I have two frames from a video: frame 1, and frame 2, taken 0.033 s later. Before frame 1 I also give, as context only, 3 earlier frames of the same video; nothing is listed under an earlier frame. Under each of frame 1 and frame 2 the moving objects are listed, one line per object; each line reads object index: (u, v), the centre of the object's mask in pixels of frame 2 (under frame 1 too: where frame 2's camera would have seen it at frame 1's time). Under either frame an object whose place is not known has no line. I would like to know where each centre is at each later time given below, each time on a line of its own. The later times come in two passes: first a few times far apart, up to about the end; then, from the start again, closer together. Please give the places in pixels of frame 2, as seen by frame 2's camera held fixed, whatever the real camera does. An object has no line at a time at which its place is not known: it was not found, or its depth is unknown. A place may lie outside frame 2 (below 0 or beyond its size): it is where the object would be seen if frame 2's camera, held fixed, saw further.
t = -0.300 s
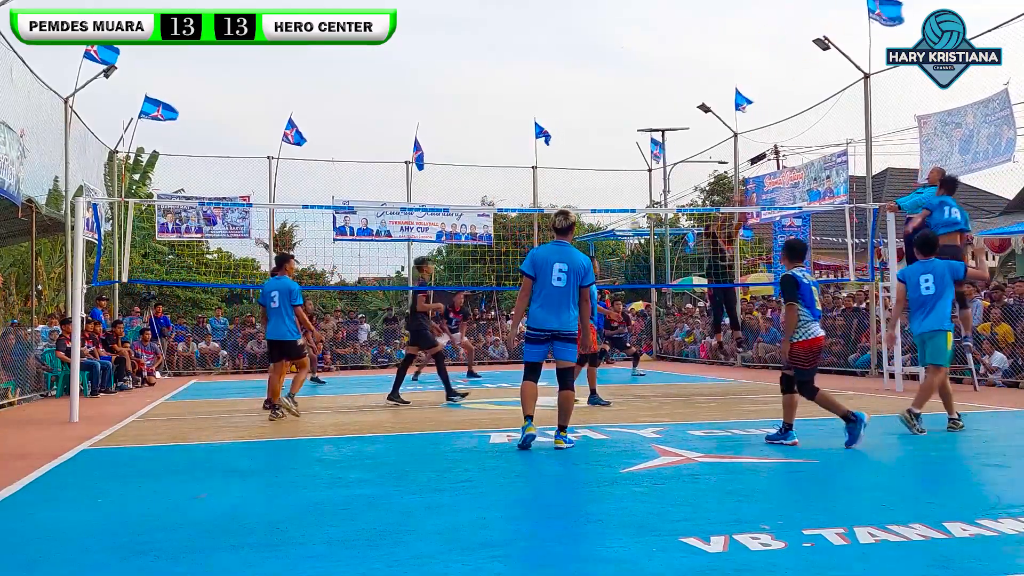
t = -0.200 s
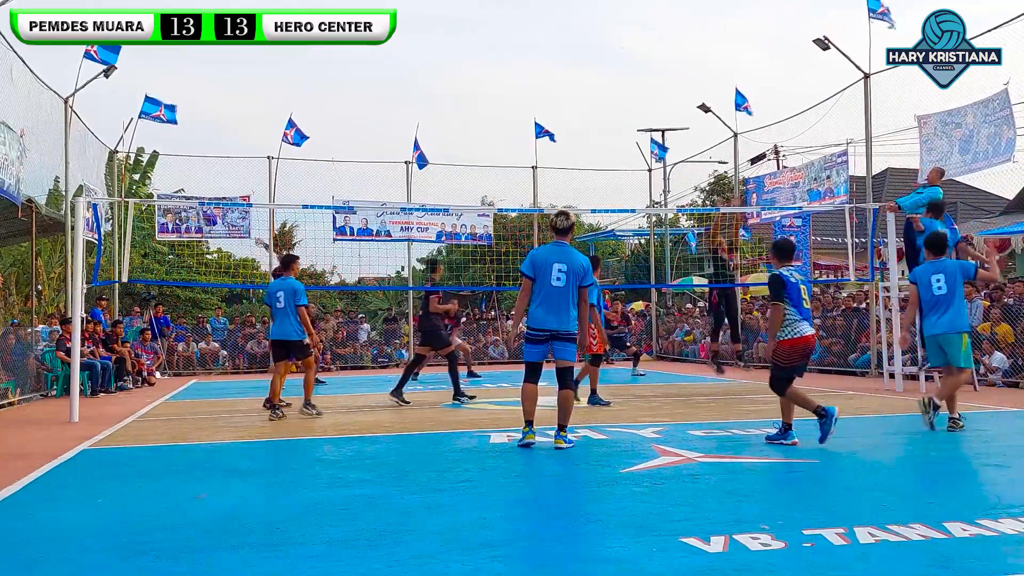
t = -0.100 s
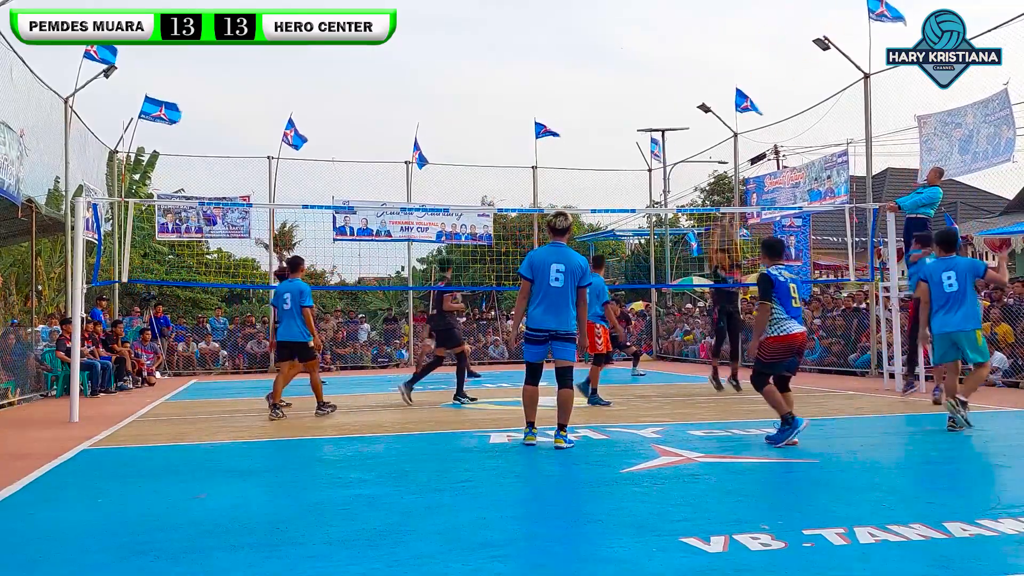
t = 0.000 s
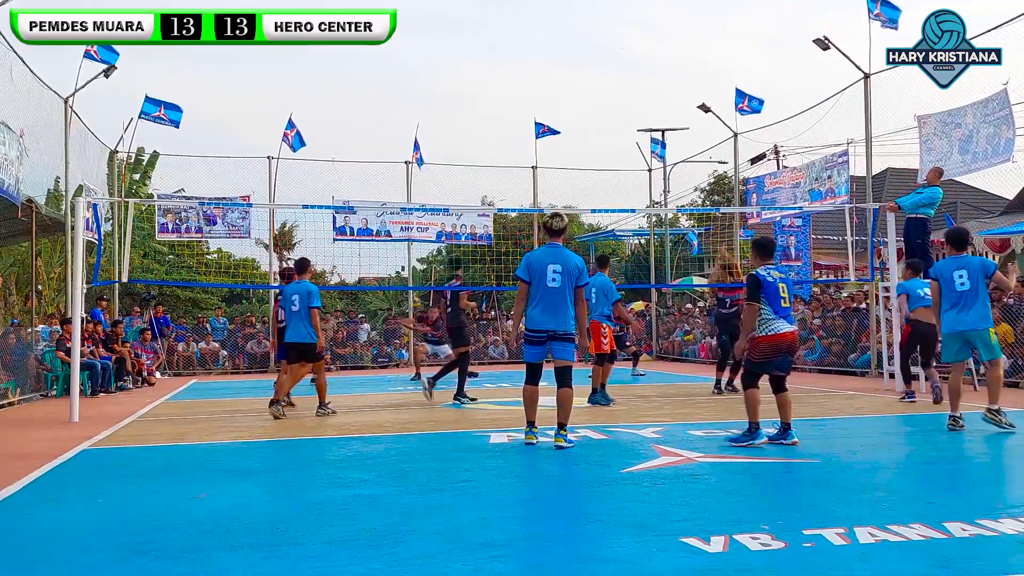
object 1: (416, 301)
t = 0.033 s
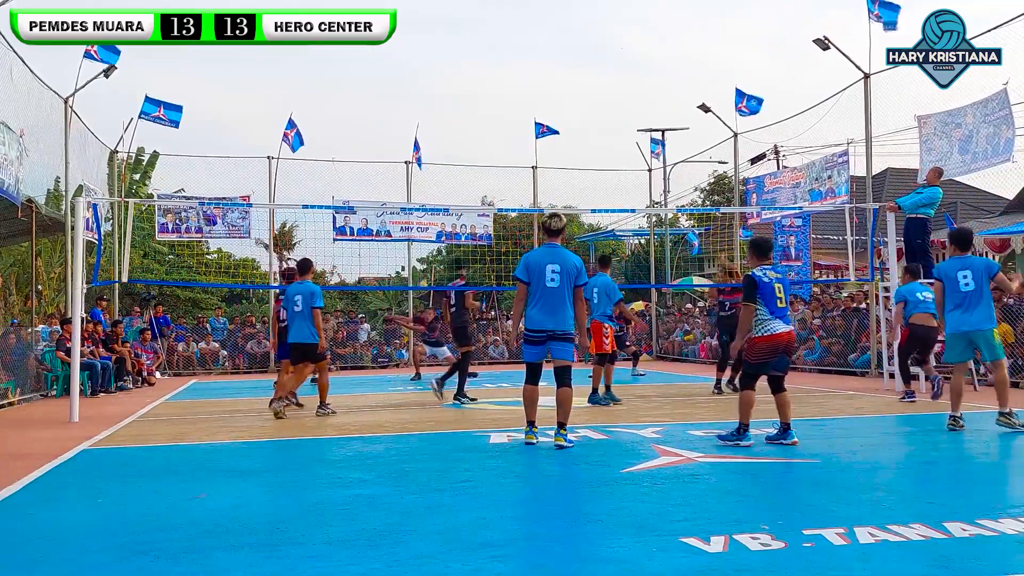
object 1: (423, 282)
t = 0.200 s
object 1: (459, 202)
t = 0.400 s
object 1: (501, 135)
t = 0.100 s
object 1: (439, 250)
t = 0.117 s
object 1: (441, 242)
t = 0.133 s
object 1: (444, 236)
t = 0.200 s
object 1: (459, 202)
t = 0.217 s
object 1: (462, 200)
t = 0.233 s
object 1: (466, 193)
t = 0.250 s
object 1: (469, 186)
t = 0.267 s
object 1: (473, 180)
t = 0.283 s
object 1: (476, 174)
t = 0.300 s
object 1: (480, 168)
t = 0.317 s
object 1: (483, 162)
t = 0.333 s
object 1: (487, 157)
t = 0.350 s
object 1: (490, 151)
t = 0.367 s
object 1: (494, 145)
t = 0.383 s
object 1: (497, 140)
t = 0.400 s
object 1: (501, 135)
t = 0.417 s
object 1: (504, 130)
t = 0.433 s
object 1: (508, 125)
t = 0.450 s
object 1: (511, 121)
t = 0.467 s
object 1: (515, 115)
